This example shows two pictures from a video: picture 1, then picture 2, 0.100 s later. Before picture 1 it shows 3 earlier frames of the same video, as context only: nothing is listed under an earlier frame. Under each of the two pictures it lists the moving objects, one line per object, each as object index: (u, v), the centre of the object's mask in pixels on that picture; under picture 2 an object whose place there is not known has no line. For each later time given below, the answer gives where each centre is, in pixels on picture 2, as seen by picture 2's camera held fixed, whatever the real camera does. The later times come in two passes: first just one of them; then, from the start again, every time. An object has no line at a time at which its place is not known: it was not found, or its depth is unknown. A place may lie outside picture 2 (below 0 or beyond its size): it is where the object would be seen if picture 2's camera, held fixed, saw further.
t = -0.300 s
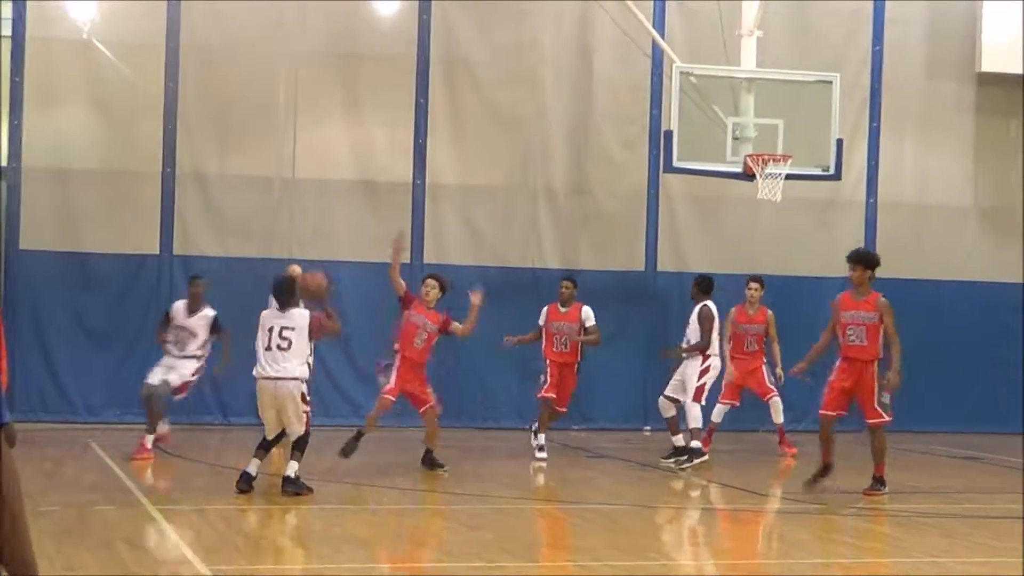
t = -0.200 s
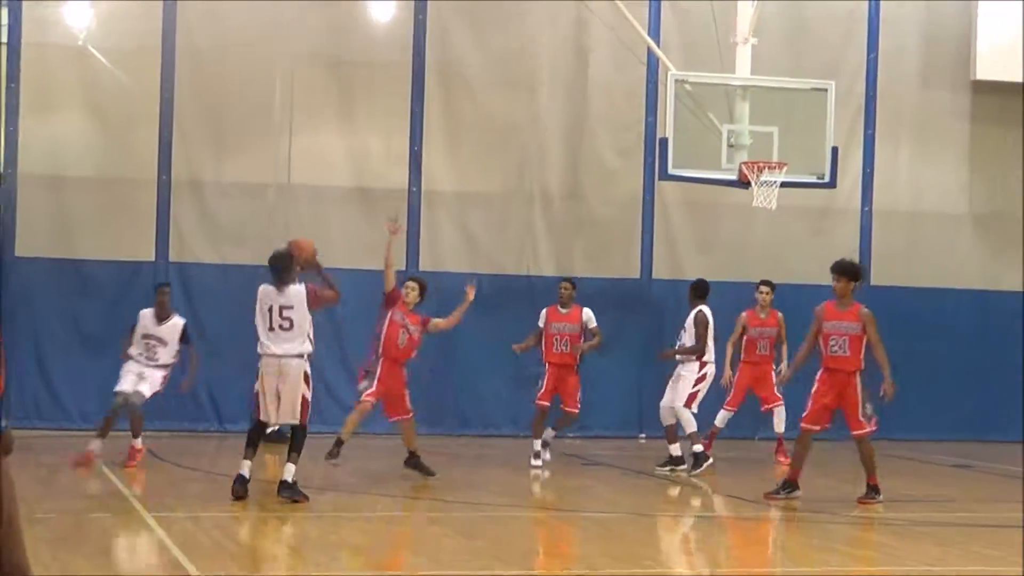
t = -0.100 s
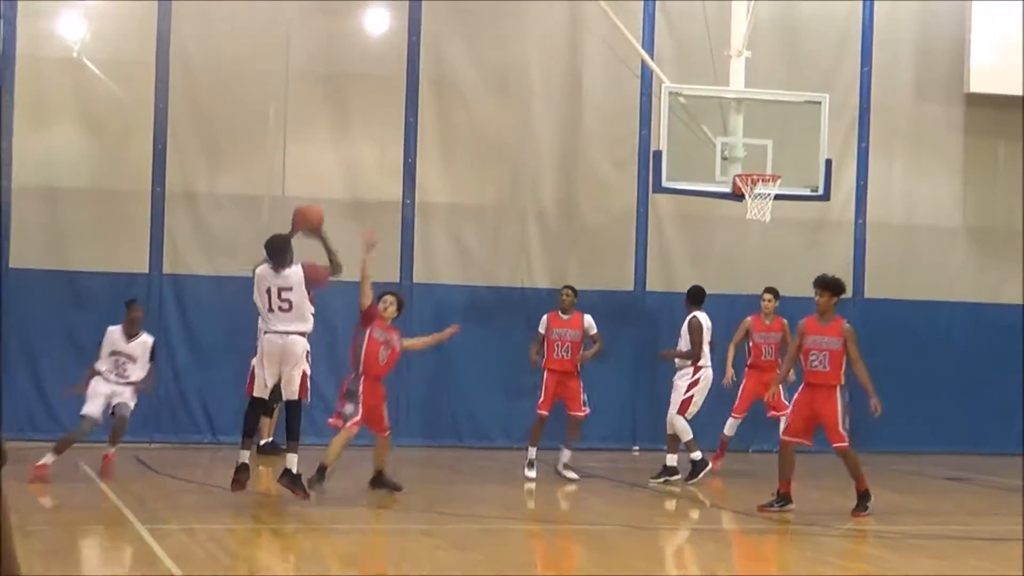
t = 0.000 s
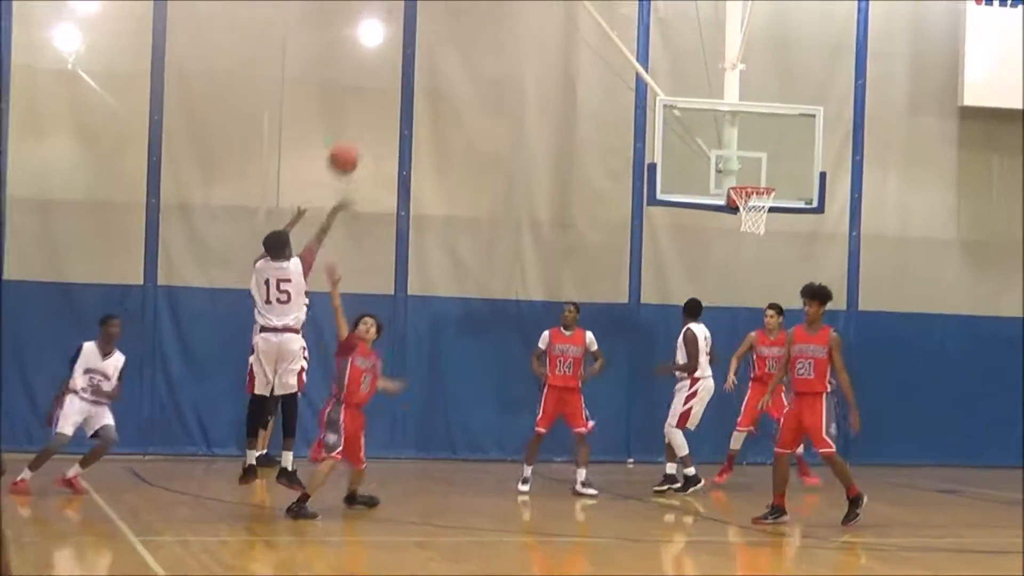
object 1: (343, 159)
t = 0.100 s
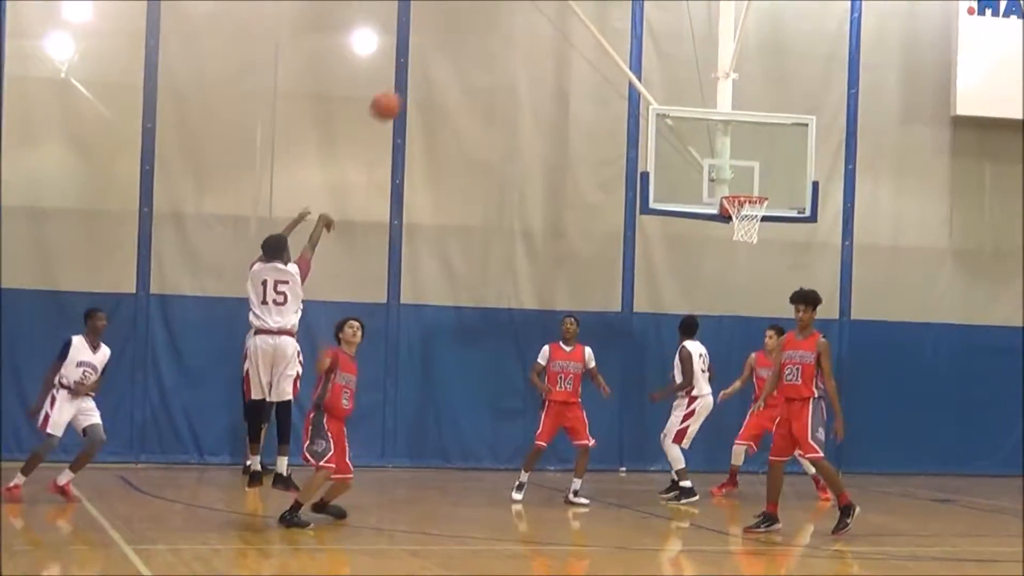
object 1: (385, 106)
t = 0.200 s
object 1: (432, 59)
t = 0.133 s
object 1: (400, 88)
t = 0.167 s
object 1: (416, 73)
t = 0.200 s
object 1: (432, 59)
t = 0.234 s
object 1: (446, 47)
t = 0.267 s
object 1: (460, 38)
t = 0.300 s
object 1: (474, 27)
